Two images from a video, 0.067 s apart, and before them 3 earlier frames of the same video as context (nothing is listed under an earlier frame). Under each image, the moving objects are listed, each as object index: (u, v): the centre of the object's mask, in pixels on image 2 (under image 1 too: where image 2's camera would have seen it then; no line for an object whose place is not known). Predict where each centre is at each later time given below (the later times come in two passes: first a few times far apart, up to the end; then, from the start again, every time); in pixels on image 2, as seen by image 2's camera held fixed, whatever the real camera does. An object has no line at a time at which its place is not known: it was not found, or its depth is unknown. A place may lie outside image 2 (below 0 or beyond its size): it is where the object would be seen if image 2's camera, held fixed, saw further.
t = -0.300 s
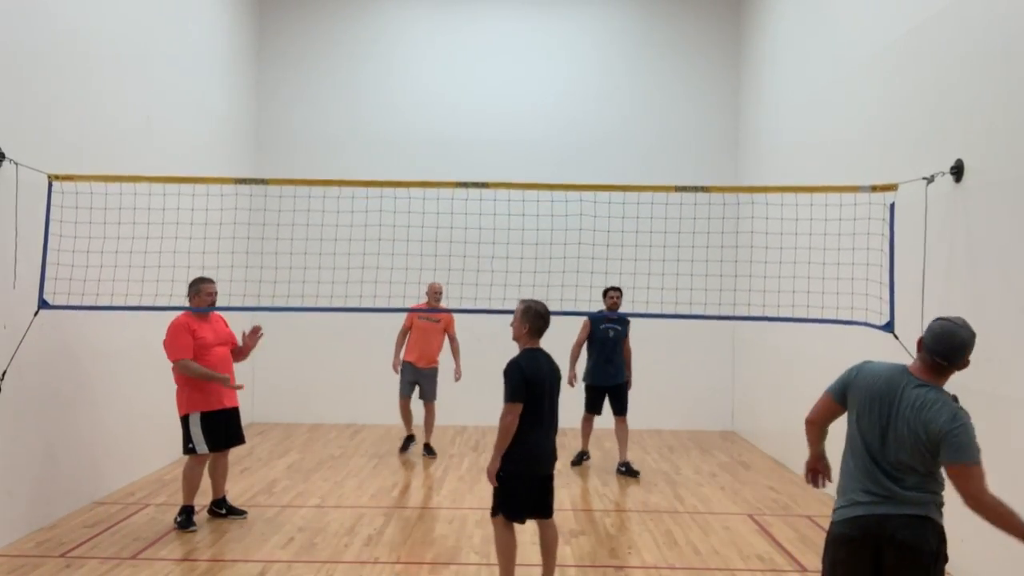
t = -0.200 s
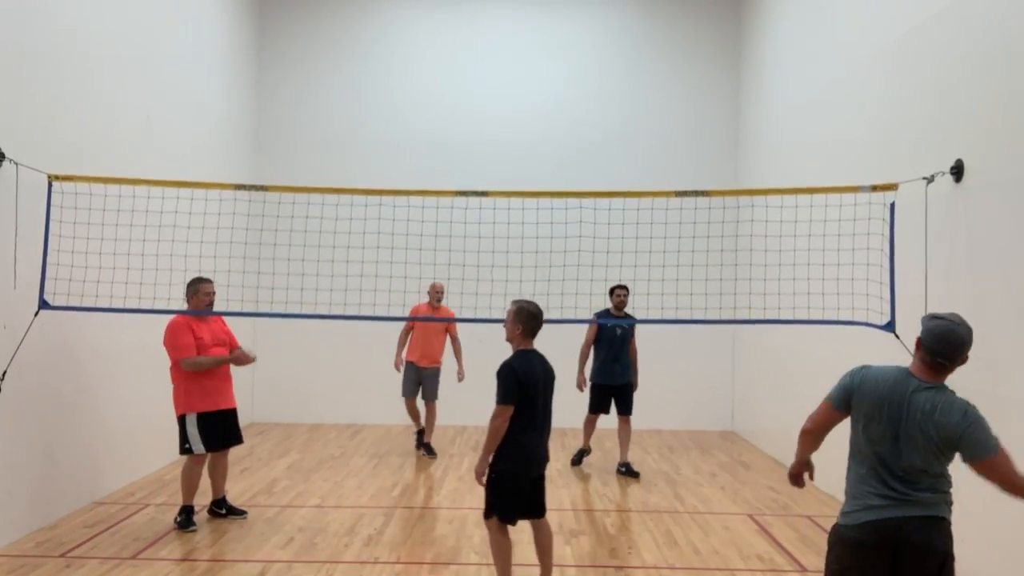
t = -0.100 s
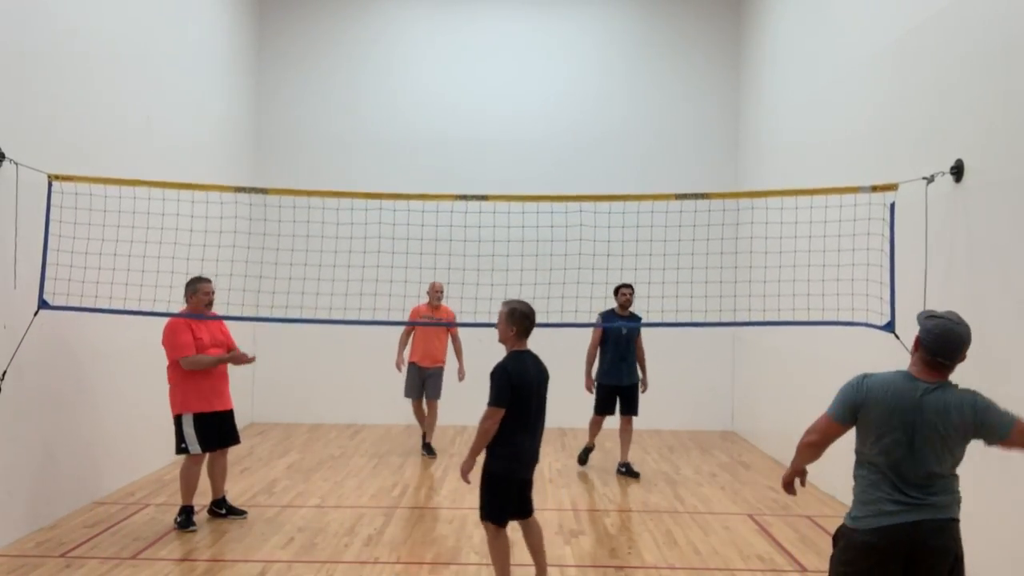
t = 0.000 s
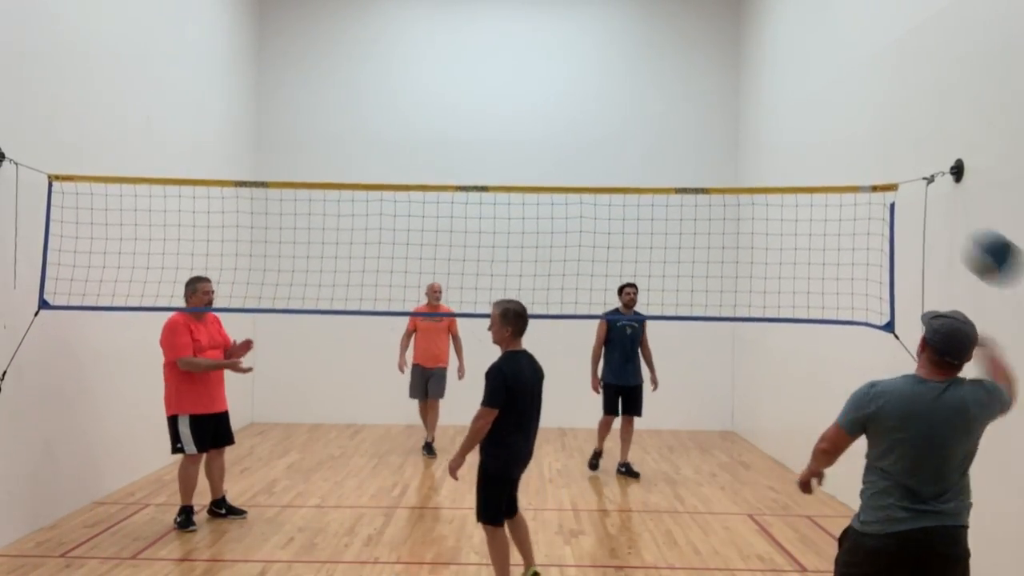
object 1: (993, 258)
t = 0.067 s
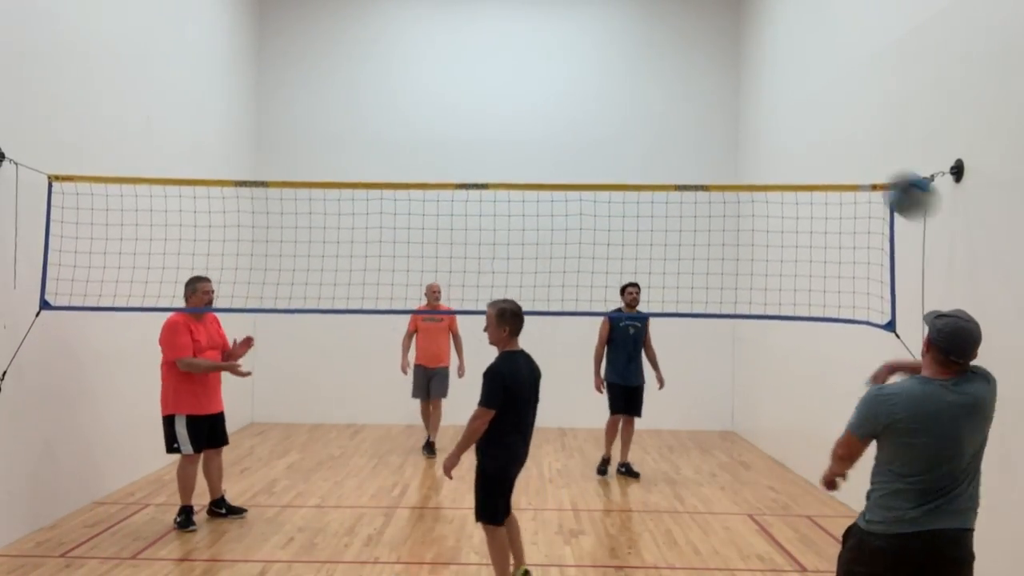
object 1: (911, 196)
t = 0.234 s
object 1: (764, 116)
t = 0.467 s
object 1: (637, 106)
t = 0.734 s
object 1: (548, 166)
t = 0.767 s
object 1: (540, 175)
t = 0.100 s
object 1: (876, 172)
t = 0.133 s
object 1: (843, 153)
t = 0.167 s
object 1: (814, 138)
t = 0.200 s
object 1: (787, 125)
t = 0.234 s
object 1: (764, 116)
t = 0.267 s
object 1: (740, 109)
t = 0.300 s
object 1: (720, 104)
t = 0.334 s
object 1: (701, 101)
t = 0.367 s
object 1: (683, 100)
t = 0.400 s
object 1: (666, 101)
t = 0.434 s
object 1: (651, 102)
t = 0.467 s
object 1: (637, 106)
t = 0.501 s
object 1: (623, 110)
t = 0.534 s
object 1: (611, 116)
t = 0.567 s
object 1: (599, 123)
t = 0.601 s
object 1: (588, 130)
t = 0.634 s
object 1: (577, 138)
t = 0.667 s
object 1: (567, 146)
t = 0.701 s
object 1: (558, 156)
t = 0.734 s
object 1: (548, 166)
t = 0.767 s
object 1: (540, 175)
